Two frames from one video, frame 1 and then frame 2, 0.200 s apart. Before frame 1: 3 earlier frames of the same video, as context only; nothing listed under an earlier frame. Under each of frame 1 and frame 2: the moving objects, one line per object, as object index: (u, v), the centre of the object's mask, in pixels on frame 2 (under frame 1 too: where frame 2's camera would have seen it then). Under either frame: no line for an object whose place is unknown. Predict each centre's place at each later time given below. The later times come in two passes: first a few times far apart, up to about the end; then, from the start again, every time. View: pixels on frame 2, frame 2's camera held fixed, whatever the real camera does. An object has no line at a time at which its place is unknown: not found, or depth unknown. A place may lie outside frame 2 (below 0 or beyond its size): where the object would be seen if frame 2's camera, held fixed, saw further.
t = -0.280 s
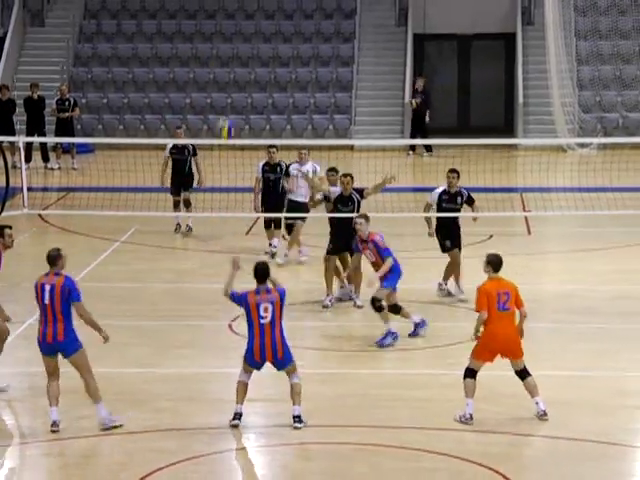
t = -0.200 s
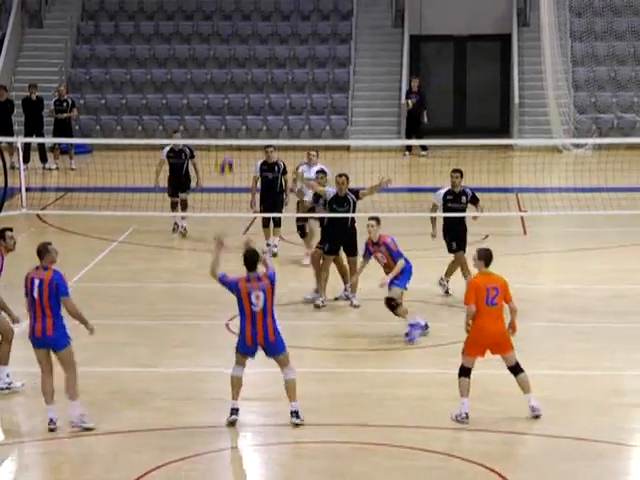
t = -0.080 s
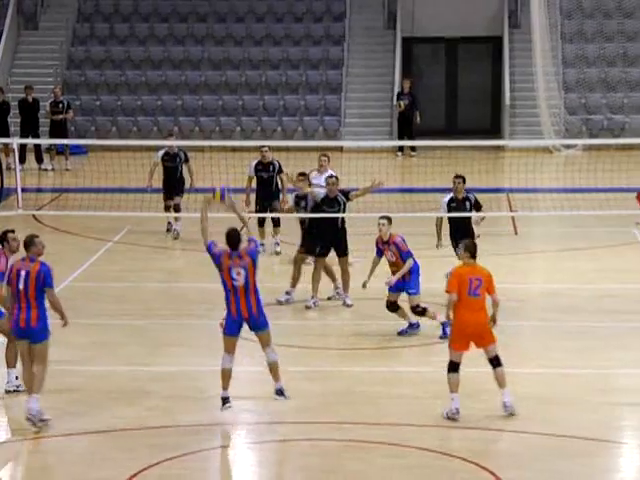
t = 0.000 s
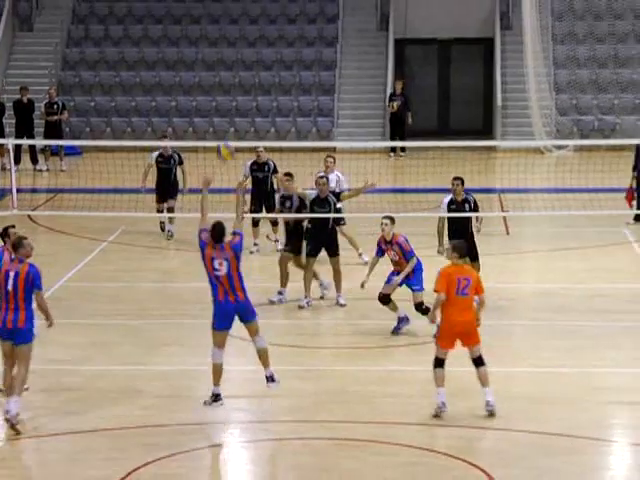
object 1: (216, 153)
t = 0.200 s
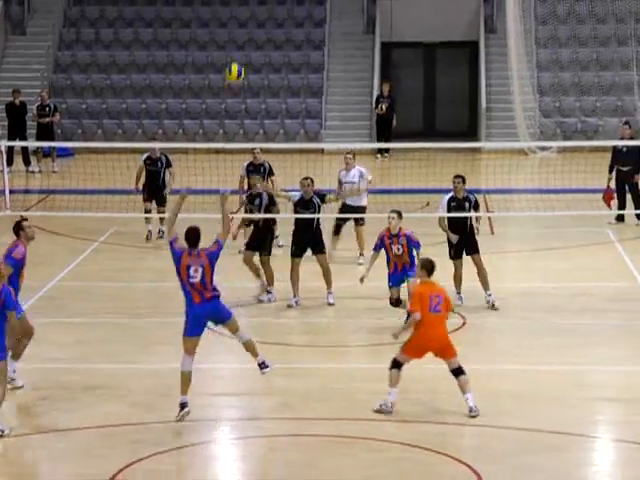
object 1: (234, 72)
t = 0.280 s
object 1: (240, 52)
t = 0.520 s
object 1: (261, 27)
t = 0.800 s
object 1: (284, 58)
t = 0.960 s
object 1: (298, 102)
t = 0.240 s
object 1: (238, 61)
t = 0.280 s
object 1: (240, 52)
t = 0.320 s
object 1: (244, 44)
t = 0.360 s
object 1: (247, 38)
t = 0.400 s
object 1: (250, 33)
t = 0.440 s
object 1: (254, 29)
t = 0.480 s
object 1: (258, 28)
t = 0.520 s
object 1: (261, 27)
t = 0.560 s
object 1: (265, 28)
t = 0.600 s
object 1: (268, 30)
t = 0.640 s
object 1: (271, 33)
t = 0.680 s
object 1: (274, 38)
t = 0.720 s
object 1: (278, 44)
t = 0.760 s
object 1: (281, 50)
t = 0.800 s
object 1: (284, 58)
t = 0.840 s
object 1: (287, 67)
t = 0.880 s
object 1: (291, 78)
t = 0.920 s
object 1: (294, 89)
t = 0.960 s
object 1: (298, 102)
